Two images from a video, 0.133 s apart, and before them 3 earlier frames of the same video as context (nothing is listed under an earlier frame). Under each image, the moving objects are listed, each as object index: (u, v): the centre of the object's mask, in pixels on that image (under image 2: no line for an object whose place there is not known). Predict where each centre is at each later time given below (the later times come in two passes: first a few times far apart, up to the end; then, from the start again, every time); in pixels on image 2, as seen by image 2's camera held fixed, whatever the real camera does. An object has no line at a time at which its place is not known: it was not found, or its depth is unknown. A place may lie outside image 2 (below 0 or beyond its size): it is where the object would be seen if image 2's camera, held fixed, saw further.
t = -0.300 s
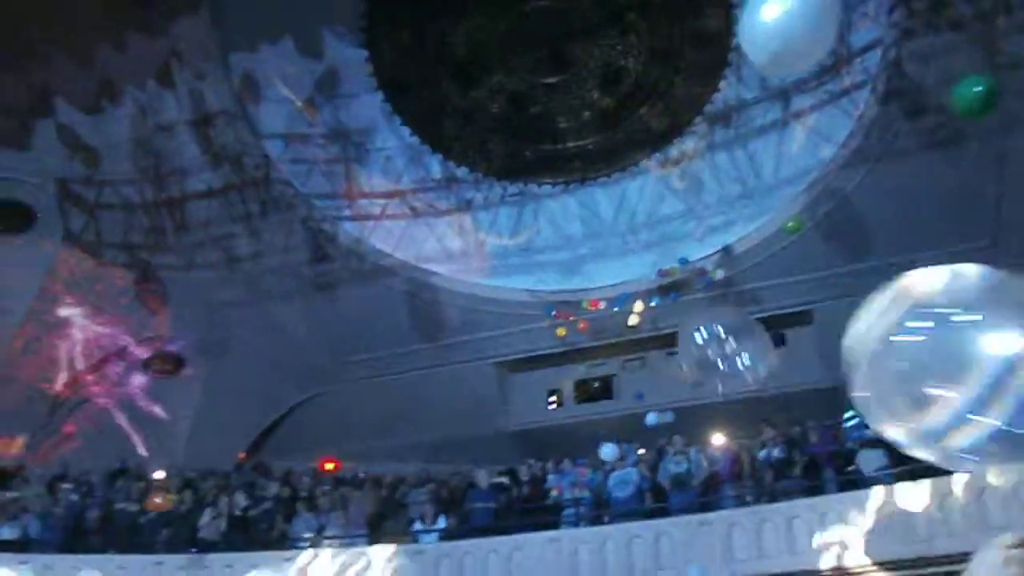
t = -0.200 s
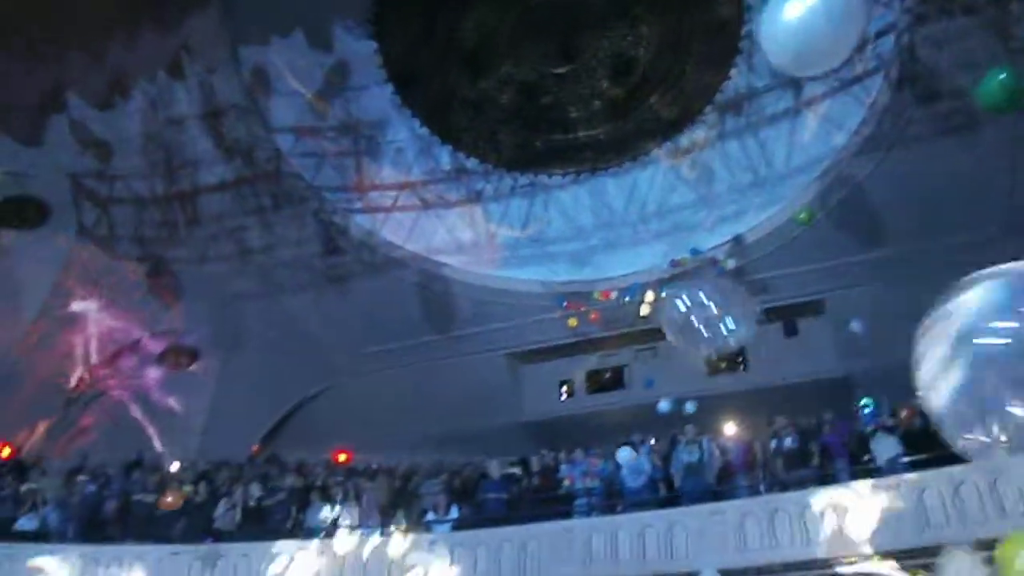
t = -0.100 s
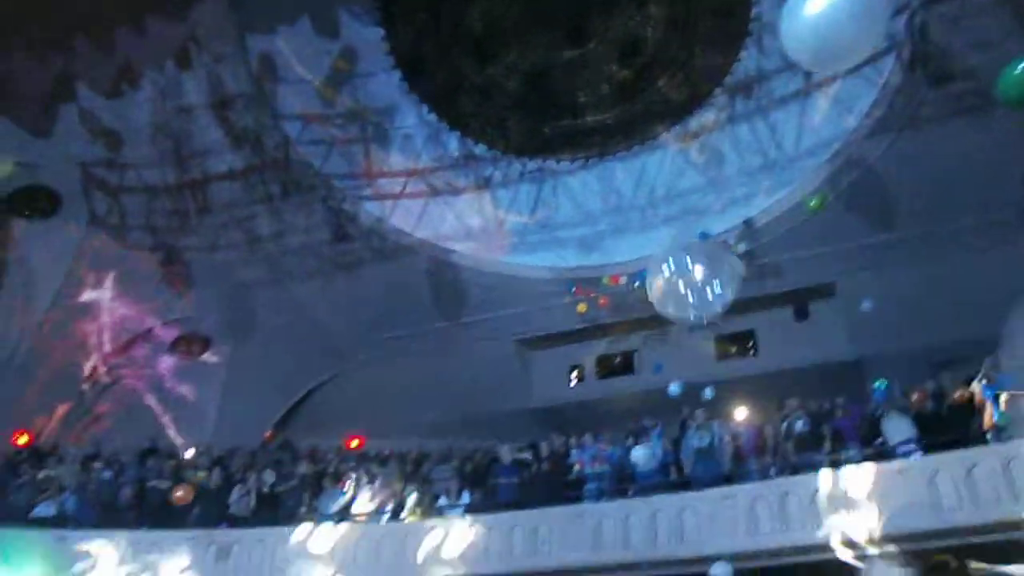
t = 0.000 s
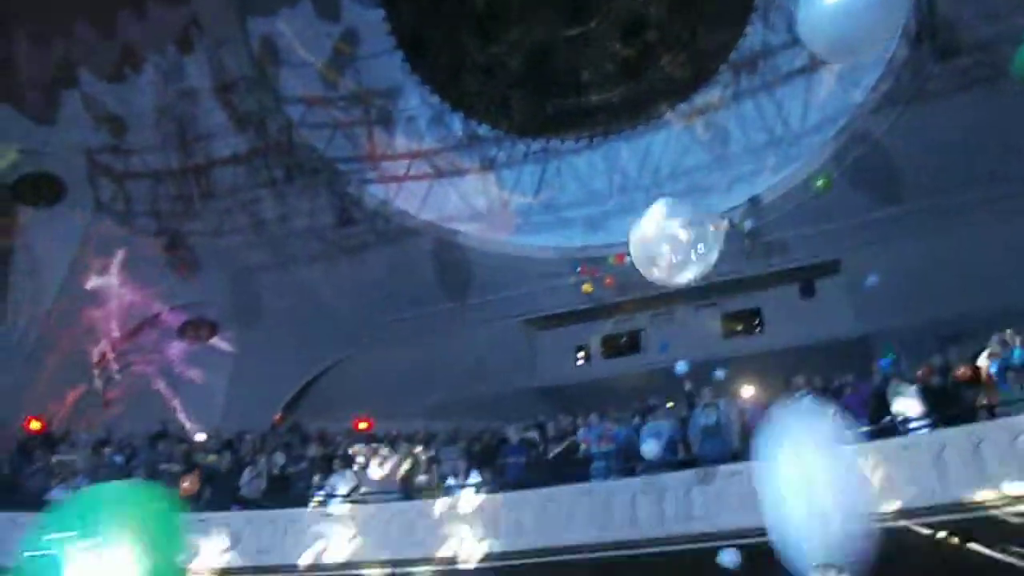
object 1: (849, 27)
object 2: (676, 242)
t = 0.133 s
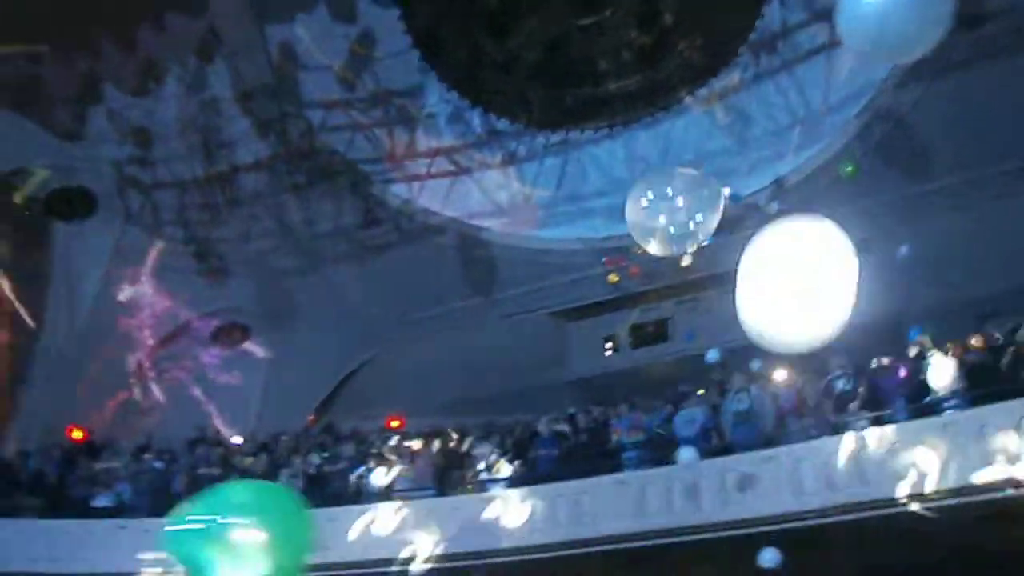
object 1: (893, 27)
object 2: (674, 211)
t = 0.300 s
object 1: (928, 53)
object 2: (647, 201)
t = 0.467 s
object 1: (950, 93)
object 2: (613, 190)
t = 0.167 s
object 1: (900, 34)
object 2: (667, 208)
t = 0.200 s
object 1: (905, 38)
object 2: (666, 206)
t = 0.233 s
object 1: (913, 44)
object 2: (661, 205)
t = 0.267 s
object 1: (920, 49)
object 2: (652, 202)
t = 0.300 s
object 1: (928, 53)
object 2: (647, 201)
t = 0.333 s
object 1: (934, 60)
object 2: (643, 201)
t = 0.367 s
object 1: (939, 69)
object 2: (631, 194)
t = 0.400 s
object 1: (942, 77)
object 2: (625, 192)
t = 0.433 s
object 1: (946, 84)
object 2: (619, 191)
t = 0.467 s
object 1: (950, 93)
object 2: (613, 190)
